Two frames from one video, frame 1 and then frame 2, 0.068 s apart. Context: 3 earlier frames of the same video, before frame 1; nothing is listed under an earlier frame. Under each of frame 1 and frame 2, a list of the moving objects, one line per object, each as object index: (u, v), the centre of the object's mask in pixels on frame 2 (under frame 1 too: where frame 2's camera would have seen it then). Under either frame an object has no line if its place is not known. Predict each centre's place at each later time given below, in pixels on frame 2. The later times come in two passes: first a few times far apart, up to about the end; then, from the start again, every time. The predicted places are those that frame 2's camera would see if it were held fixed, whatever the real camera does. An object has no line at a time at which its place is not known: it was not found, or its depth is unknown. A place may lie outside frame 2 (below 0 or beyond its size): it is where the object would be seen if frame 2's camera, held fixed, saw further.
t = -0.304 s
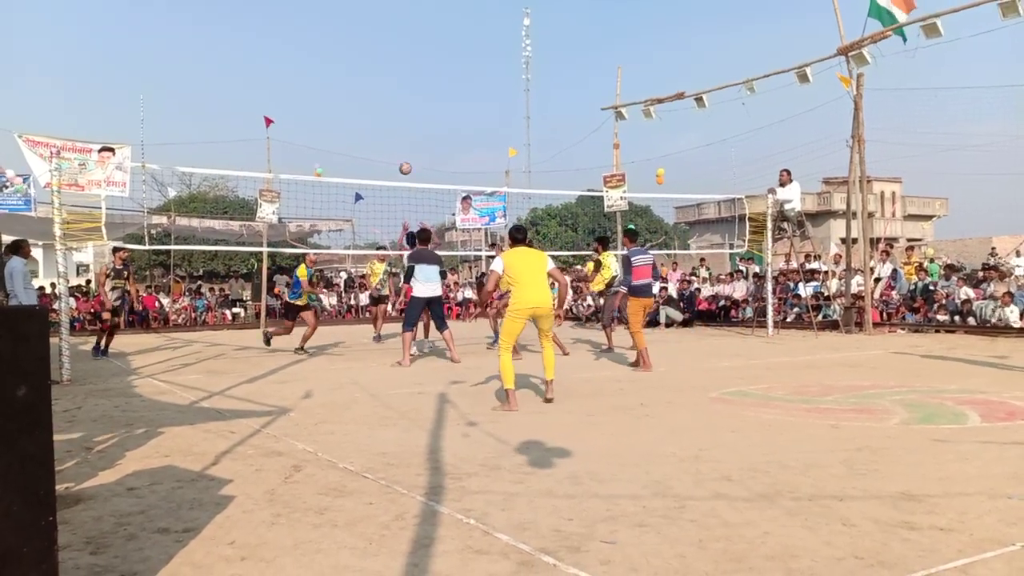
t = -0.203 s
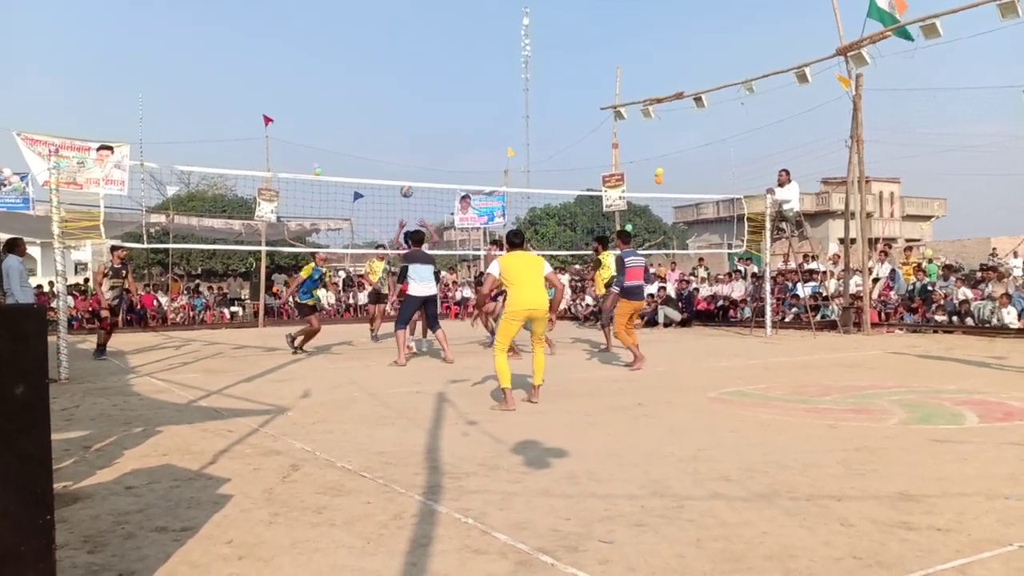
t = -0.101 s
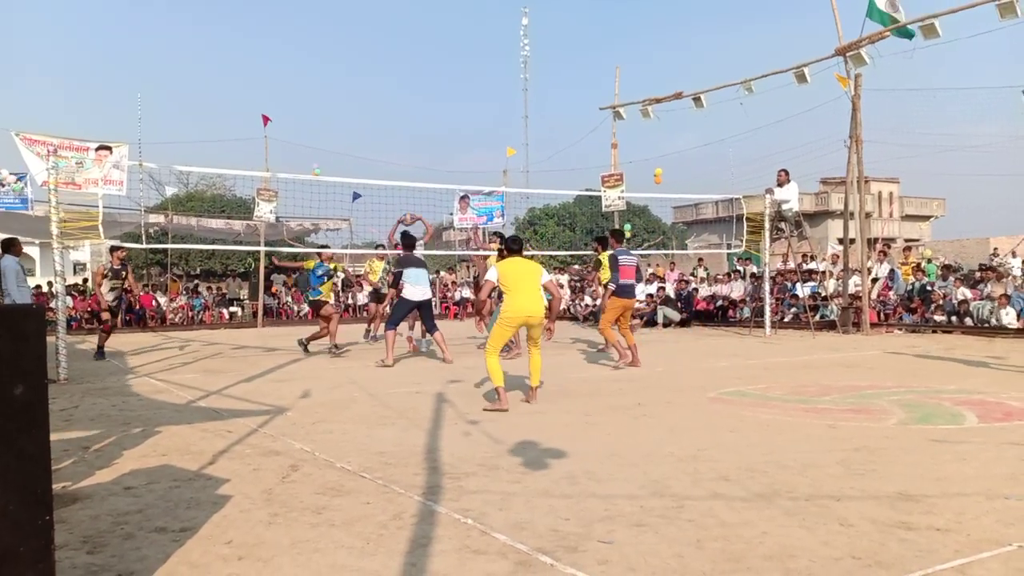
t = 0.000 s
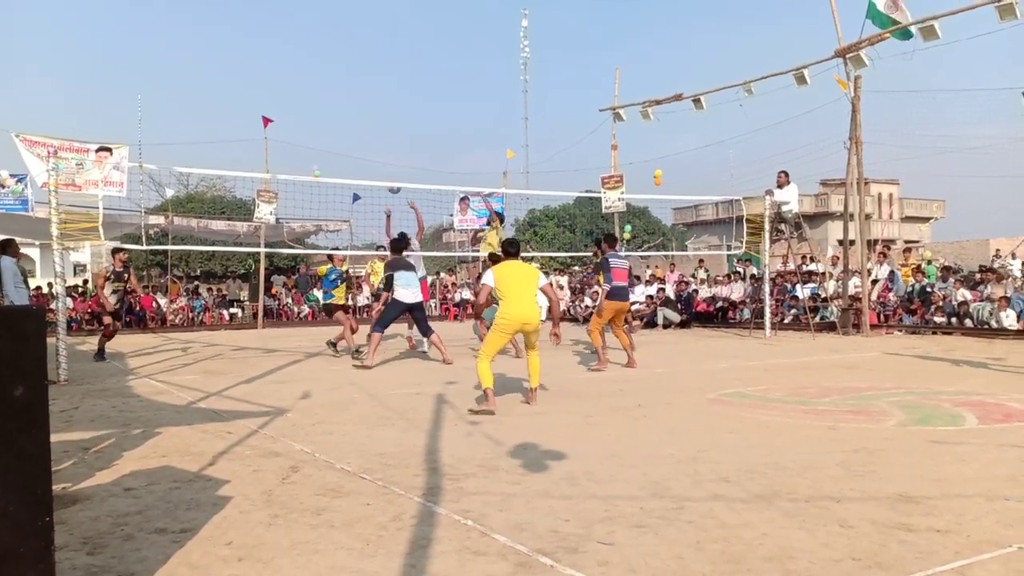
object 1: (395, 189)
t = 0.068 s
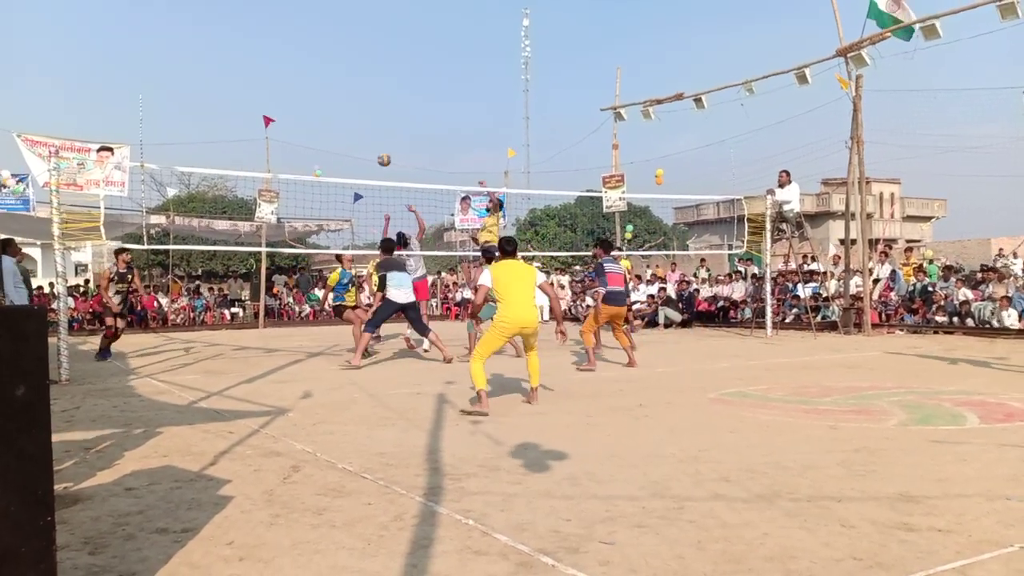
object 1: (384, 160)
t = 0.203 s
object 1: (361, 113)
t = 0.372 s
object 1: (332, 70)
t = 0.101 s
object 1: (378, 147)
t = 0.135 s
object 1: (372, 135)
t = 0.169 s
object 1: (366, 123)
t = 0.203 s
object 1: (361, 113)
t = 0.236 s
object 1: (355, 103)
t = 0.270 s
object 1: (349, 94)
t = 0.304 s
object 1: (343, 85)
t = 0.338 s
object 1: (338, 77)
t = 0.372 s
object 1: (332, 70)
